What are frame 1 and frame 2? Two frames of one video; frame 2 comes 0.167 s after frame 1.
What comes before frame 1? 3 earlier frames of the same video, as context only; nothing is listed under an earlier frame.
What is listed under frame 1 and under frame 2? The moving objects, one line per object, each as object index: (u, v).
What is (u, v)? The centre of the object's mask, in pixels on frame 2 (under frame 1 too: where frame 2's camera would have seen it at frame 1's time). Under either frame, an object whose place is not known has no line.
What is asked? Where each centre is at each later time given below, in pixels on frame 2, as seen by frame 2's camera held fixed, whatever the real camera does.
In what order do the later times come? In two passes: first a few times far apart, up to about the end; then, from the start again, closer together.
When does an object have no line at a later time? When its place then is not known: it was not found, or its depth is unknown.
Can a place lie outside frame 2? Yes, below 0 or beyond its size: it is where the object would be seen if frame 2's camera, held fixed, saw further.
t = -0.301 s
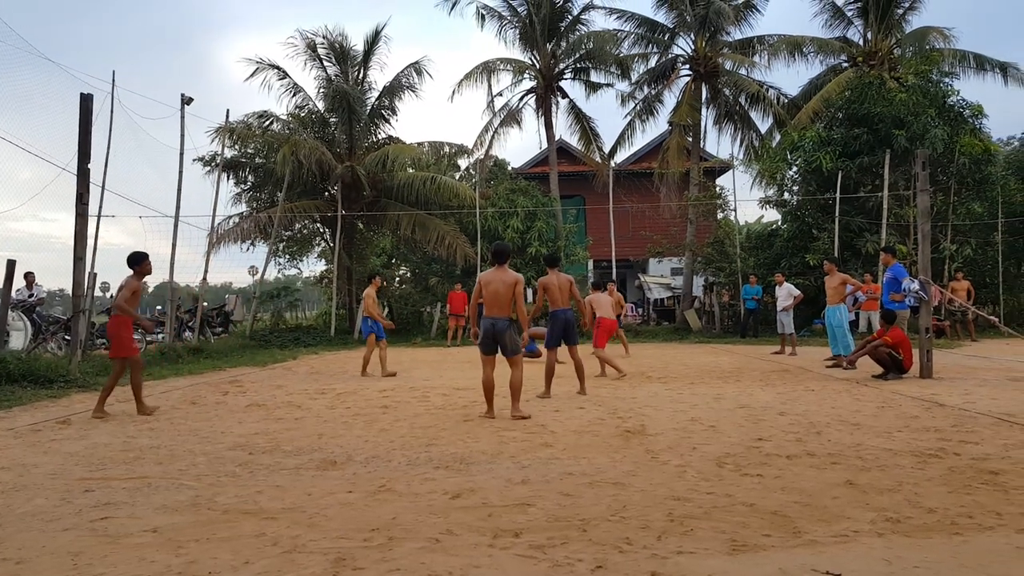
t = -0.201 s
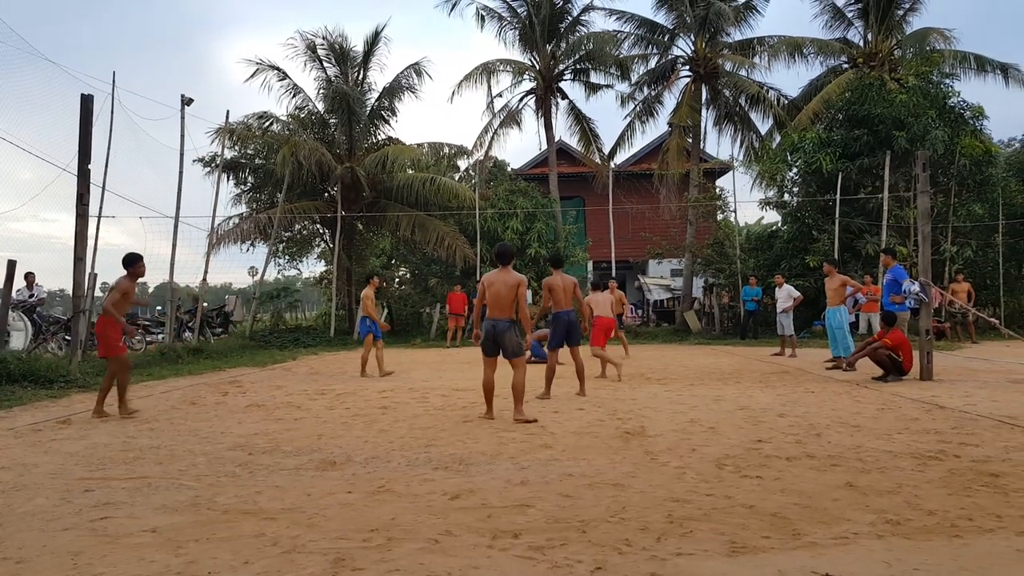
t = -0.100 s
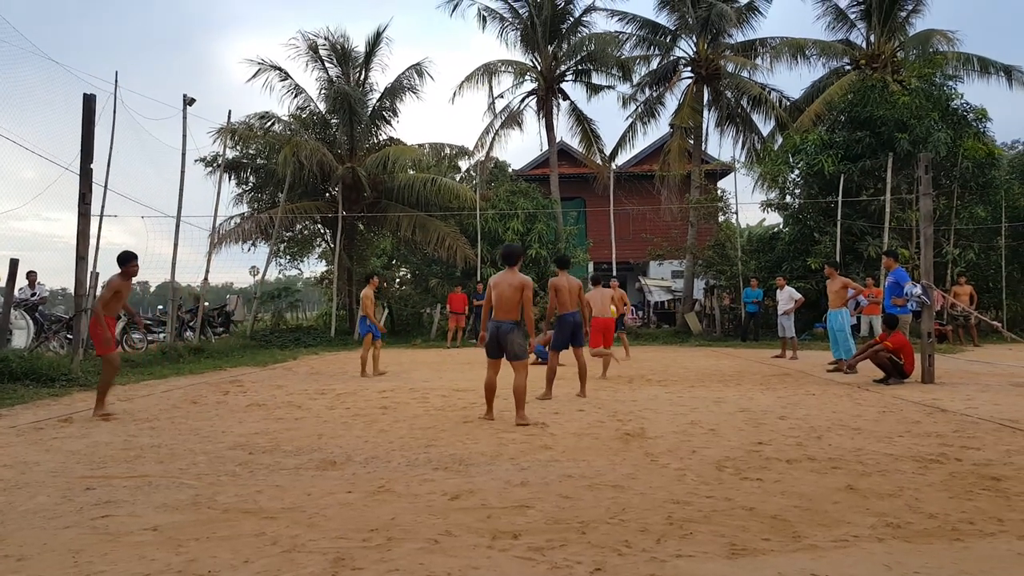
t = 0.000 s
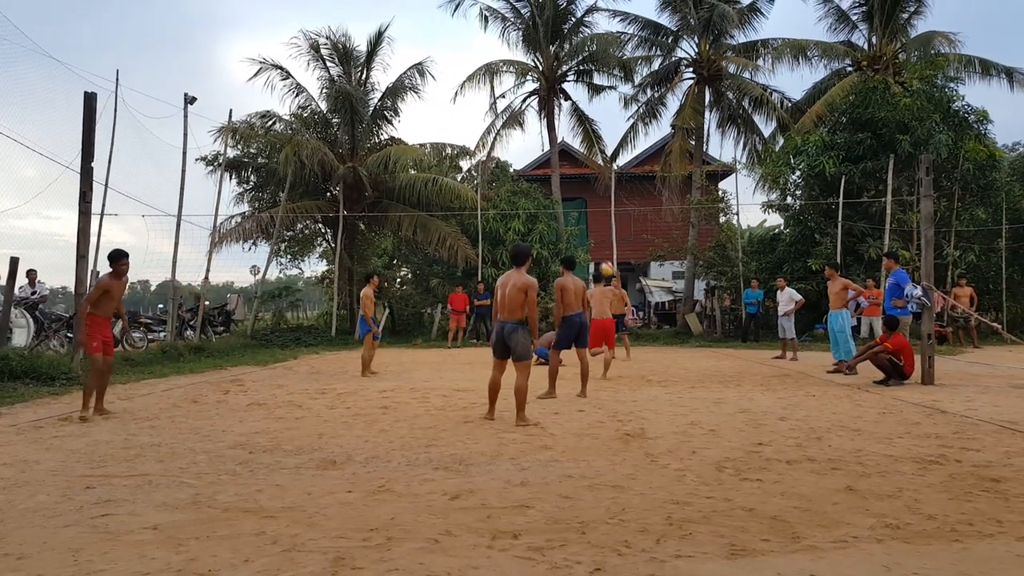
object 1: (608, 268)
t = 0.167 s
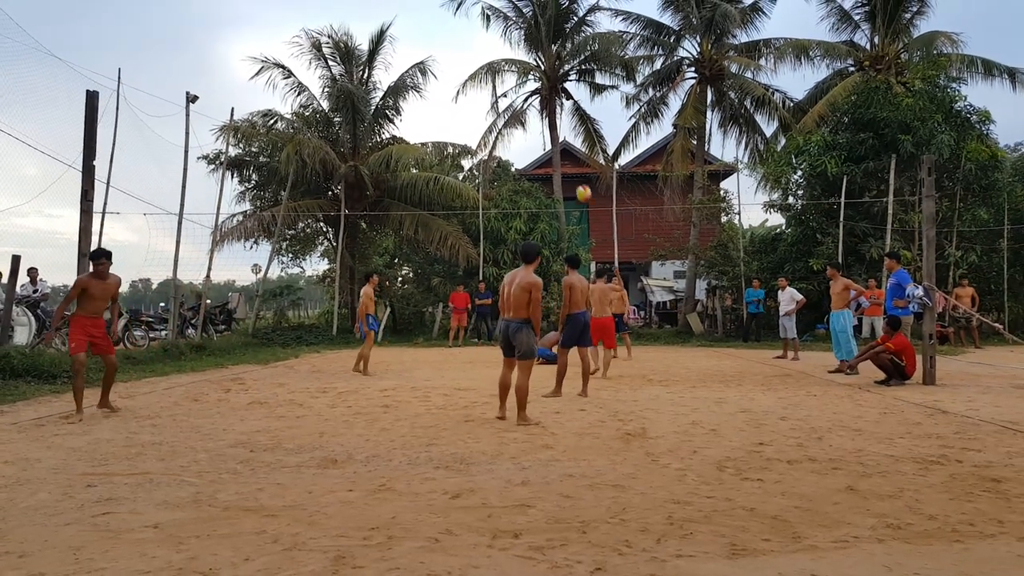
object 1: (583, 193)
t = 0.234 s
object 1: (572, 165)
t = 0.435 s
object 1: (536, 92)
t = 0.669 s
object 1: (484, 33)
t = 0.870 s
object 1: (427, 14)
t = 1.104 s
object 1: (343, 43)
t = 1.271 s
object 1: (262, 119)
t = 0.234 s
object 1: (572, 165)
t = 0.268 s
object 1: (567, 152)
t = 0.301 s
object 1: (561, 139)
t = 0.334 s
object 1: (555, 126)
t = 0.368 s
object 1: (548, 114)
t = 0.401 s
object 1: (543, 104)
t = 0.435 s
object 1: (536, 92)
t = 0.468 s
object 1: (530, 82)
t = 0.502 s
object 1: (523, 72)
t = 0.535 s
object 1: (517, 63)
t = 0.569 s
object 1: (509, 55)
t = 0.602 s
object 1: (501, 46)
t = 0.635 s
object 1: (493, 39)
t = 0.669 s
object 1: (484, 33)
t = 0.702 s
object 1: (476, 27)
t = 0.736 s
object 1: (467, 22)
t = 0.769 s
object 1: (457, 19)
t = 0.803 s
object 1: (447, 16)
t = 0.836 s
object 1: (437, 14)
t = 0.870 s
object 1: (427, 14)
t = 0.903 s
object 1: (417, 14)
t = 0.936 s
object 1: (405, 16)
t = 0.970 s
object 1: (394, 18)
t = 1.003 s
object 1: (382, 23)
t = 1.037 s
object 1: (370, 29)
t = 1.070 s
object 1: (356, 36)
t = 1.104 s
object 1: (343, 43)
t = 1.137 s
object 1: (329, 54)
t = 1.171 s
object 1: (314, 67)
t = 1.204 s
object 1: (297, 82)
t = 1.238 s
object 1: (280, 100)
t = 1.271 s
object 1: (262, 119)
